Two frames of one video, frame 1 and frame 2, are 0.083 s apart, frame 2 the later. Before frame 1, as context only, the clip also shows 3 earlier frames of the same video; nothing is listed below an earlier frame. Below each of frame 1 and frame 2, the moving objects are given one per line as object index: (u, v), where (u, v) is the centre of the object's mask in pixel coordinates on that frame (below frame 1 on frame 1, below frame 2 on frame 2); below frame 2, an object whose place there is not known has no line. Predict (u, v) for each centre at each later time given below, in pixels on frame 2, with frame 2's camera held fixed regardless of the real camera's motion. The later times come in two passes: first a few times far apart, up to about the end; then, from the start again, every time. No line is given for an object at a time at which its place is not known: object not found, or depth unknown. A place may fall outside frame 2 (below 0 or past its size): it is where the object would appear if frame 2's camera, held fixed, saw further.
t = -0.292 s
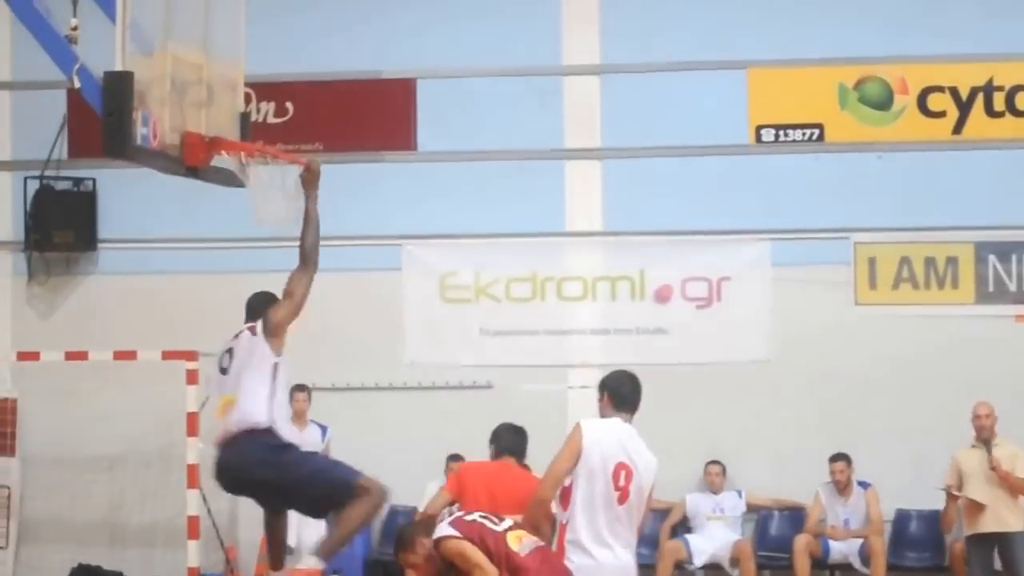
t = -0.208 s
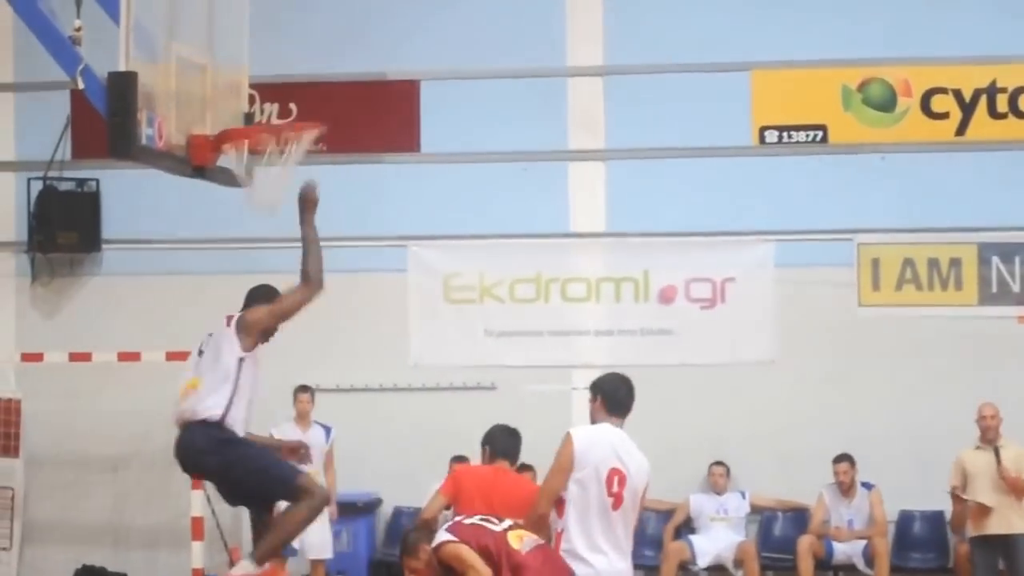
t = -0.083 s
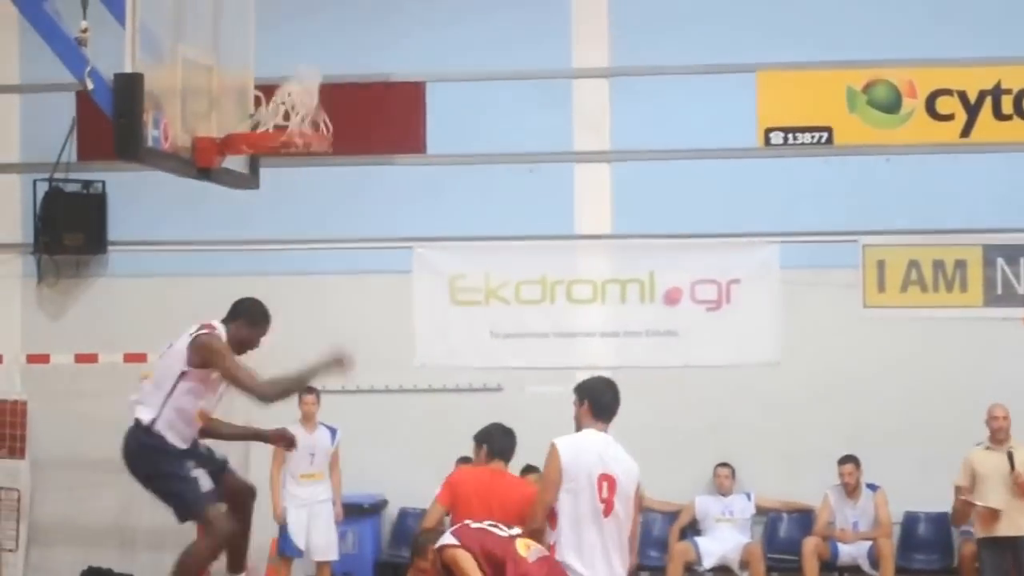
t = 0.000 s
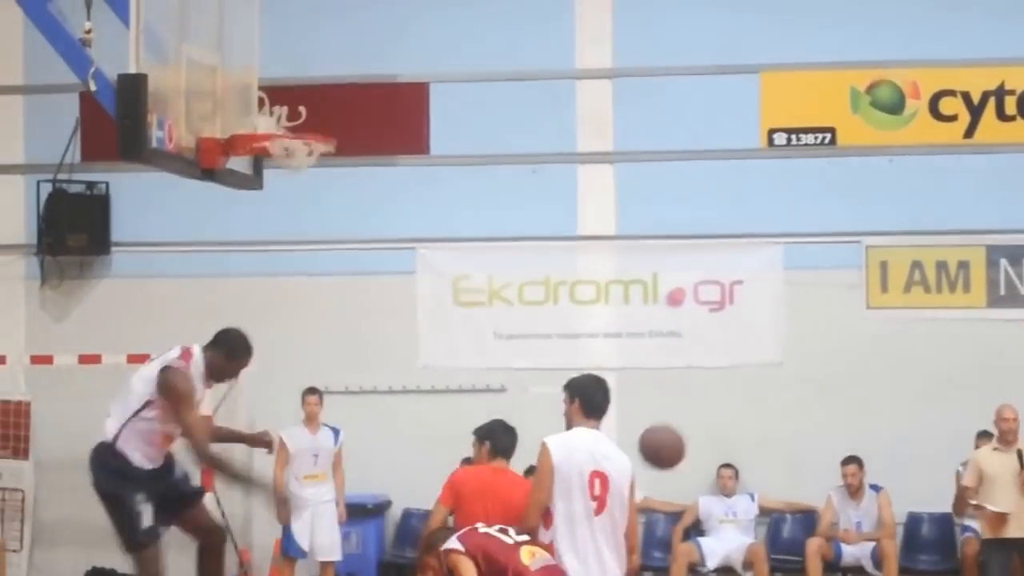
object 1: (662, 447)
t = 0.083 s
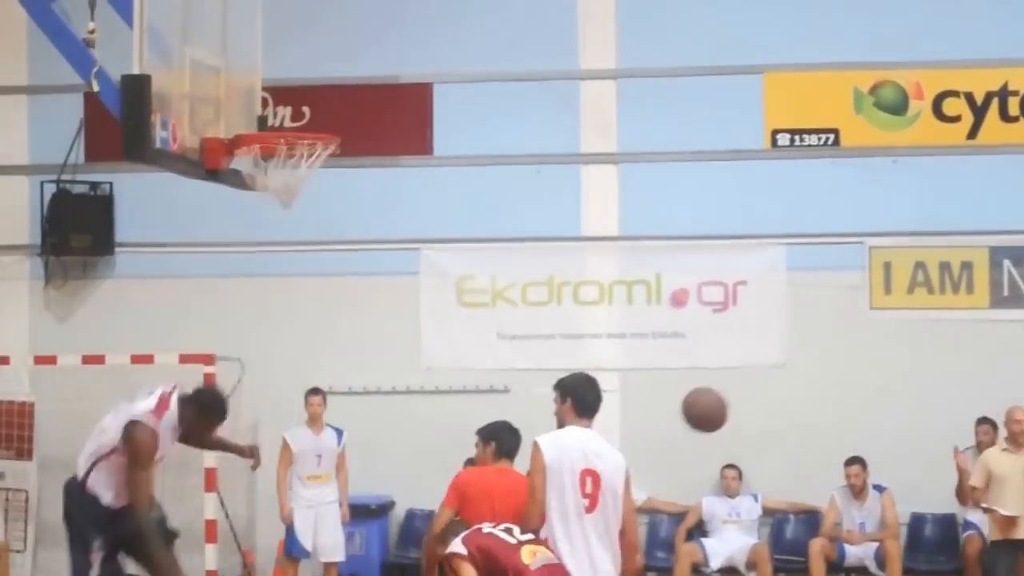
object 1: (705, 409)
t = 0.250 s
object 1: (783, 375)
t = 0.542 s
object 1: (918, 442)
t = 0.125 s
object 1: (725, 396)
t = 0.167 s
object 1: (744, 386)
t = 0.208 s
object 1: (763, 379)
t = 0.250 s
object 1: (783, 375)
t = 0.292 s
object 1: (802, 375)
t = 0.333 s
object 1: (822, 378)
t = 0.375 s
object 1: (842, 384)
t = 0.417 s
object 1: (861, 393)
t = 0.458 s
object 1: (881, 406)
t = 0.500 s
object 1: (900, 422)
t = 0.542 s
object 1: (918, 442)
